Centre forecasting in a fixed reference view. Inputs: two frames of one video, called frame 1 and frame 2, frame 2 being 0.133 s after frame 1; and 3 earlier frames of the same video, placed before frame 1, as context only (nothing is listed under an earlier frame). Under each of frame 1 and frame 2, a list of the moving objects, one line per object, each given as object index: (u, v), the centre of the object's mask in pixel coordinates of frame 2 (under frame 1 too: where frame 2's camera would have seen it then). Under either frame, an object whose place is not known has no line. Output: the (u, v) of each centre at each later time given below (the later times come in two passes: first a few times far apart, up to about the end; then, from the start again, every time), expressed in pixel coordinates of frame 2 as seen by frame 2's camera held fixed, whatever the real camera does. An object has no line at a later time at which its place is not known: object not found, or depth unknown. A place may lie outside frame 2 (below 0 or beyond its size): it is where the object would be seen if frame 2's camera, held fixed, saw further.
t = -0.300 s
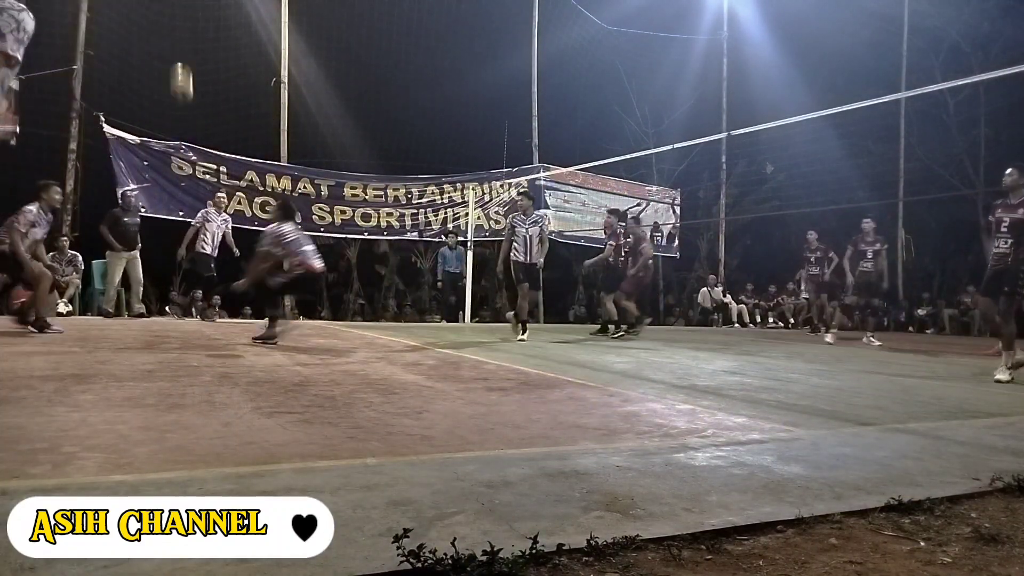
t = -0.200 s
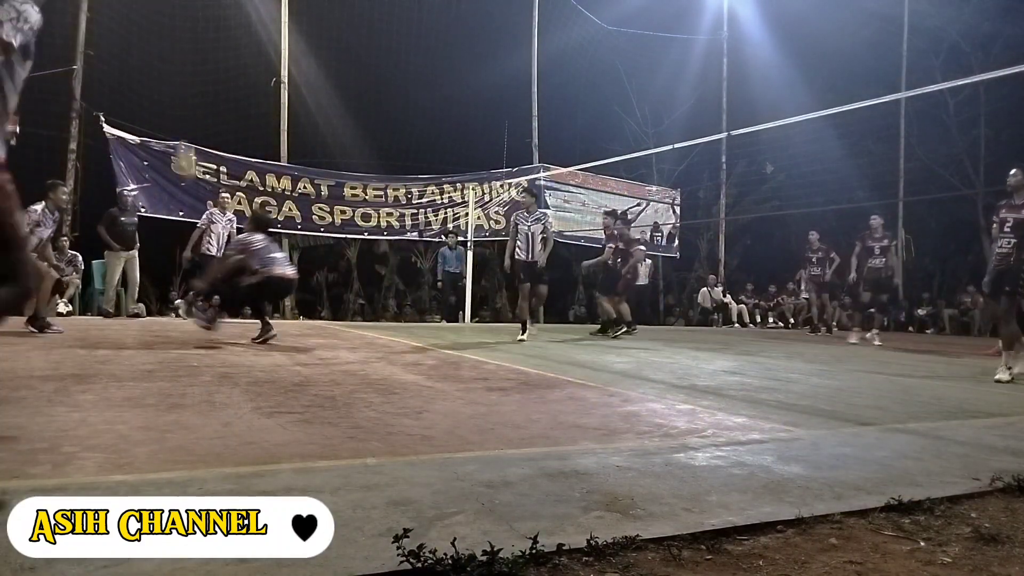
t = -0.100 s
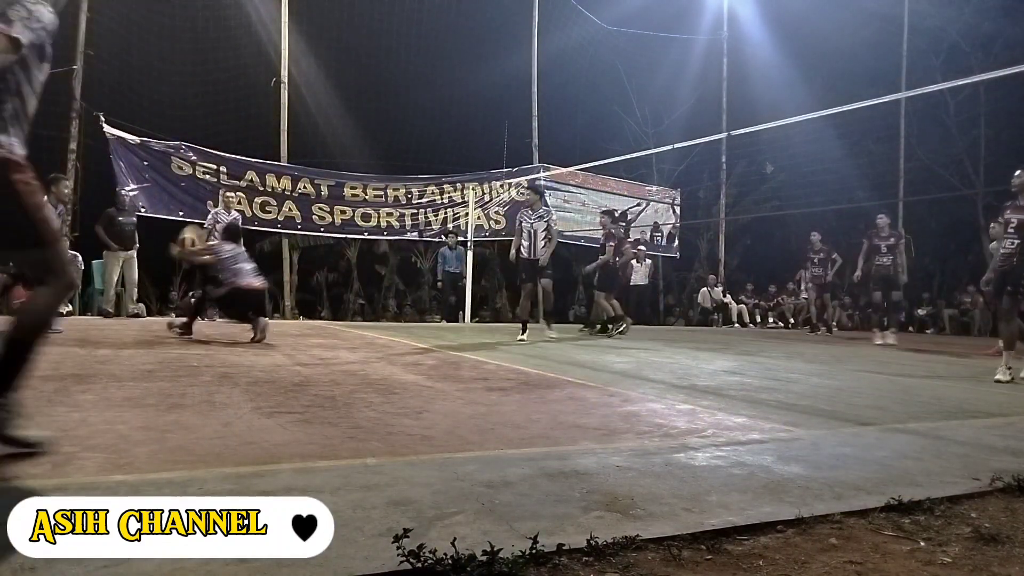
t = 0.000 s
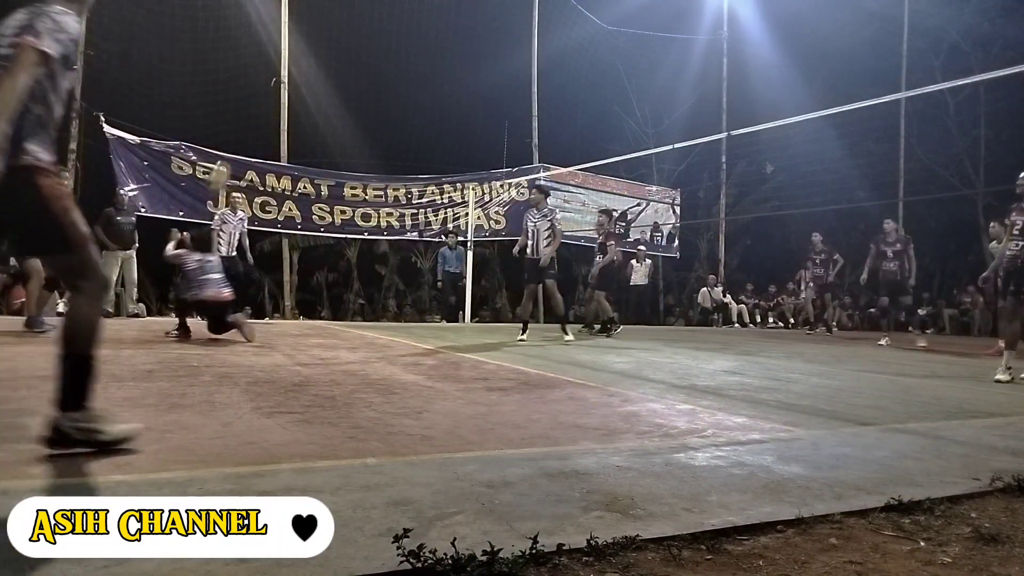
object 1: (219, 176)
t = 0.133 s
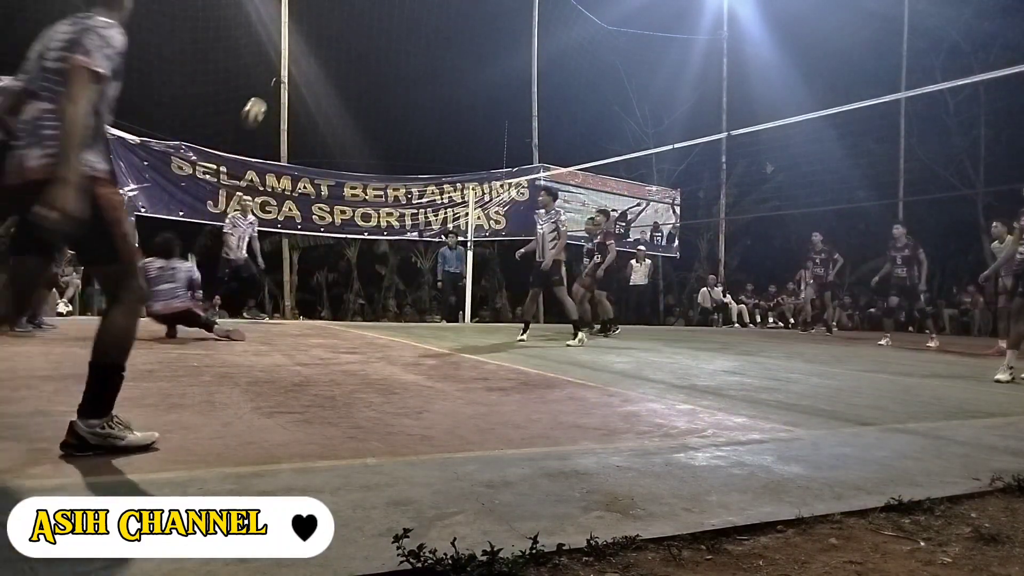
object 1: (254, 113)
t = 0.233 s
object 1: (278, 76)
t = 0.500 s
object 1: (337, 29)
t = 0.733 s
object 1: (380, 39)
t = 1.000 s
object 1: (422, 97)
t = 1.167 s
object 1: (444, 156)
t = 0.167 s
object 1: (262, 98)
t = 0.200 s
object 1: (270, 87)
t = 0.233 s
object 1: (278, 76)
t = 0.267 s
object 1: (287, 66)
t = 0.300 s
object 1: (295, 57)
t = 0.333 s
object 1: (302, 51)
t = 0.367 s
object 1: (310, 43)
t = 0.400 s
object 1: (317, 39)
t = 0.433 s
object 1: (323, 35)
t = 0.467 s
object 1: (330, 32)
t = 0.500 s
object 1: (337, 29)
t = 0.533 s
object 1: (343, 28)
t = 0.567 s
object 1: (350, 28)
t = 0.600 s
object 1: (356, 28)
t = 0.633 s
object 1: (362, 29)
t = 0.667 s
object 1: (368, 32)
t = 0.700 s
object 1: (374, 35)
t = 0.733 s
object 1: (380, 39)
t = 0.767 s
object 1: (386, 43)
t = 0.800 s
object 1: (391, 48)
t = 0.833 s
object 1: (397, 55)
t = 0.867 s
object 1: (402, 62)
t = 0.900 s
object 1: (407, 69)
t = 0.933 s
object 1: (413, 78)
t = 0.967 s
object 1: (418, 87)
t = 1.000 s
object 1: (422, 97)
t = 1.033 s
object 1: (427, 107)
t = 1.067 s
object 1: (431, 119)
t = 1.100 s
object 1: (436, 130)
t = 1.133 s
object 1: (440, 143)
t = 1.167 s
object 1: (444, 156)
